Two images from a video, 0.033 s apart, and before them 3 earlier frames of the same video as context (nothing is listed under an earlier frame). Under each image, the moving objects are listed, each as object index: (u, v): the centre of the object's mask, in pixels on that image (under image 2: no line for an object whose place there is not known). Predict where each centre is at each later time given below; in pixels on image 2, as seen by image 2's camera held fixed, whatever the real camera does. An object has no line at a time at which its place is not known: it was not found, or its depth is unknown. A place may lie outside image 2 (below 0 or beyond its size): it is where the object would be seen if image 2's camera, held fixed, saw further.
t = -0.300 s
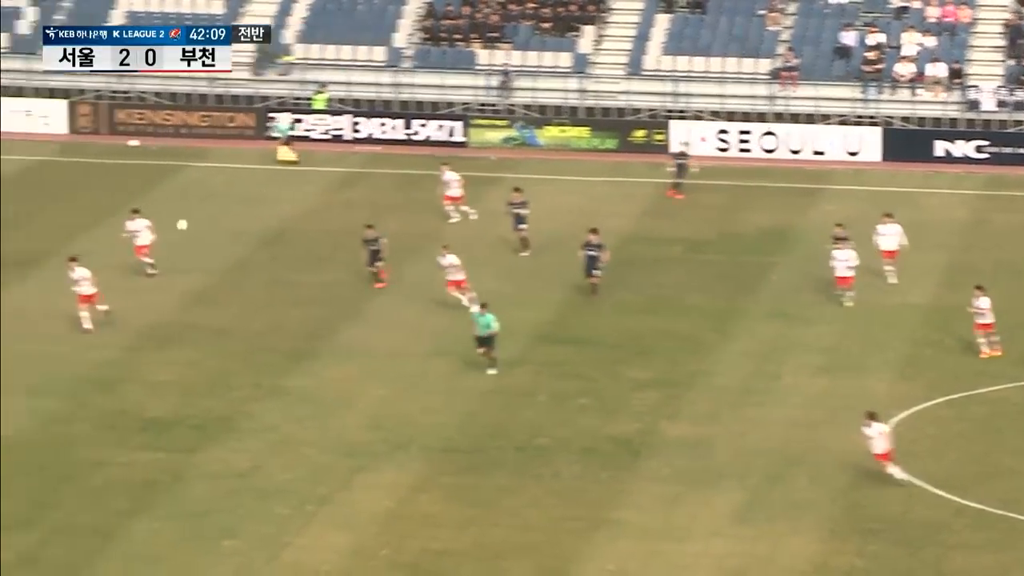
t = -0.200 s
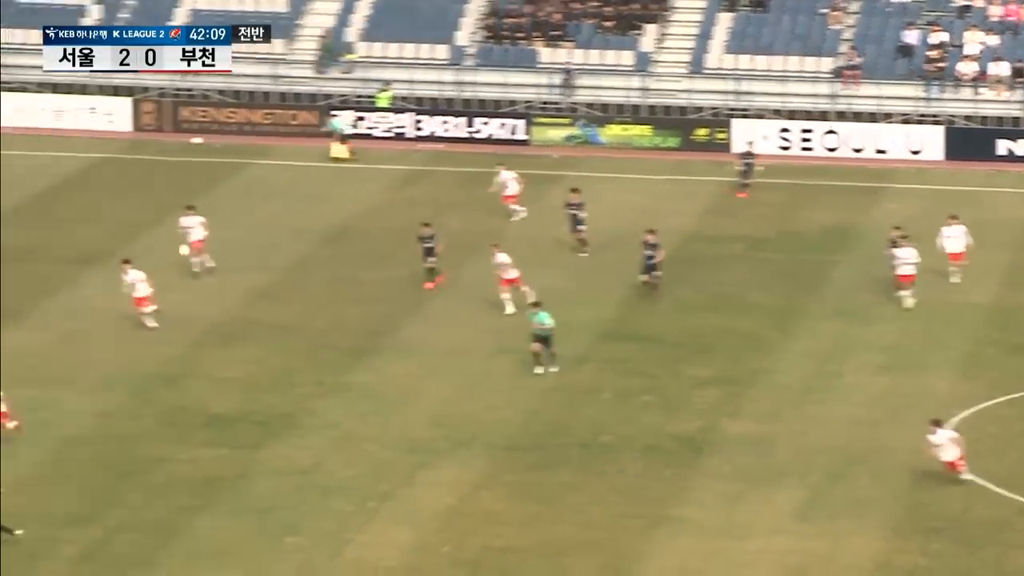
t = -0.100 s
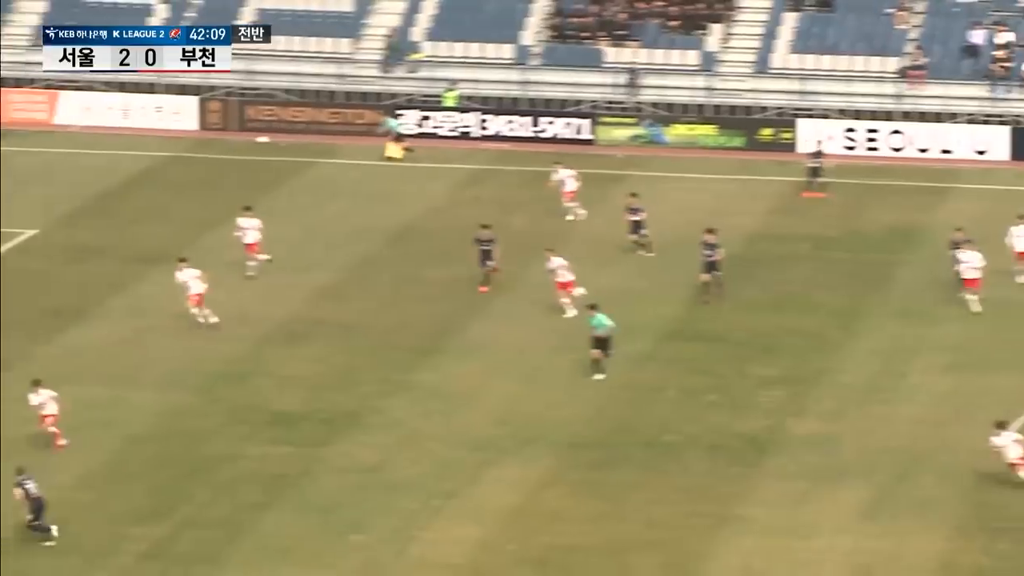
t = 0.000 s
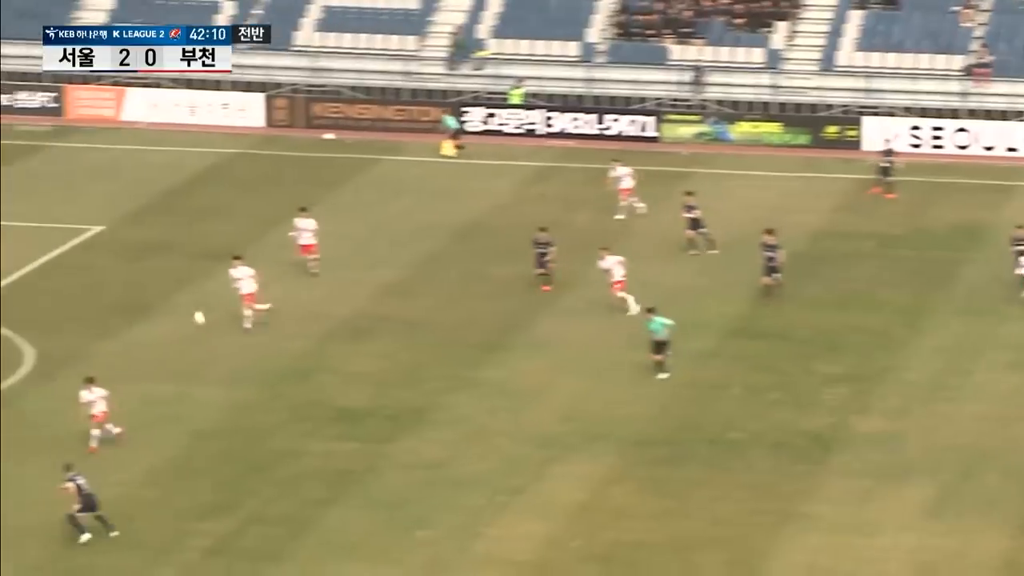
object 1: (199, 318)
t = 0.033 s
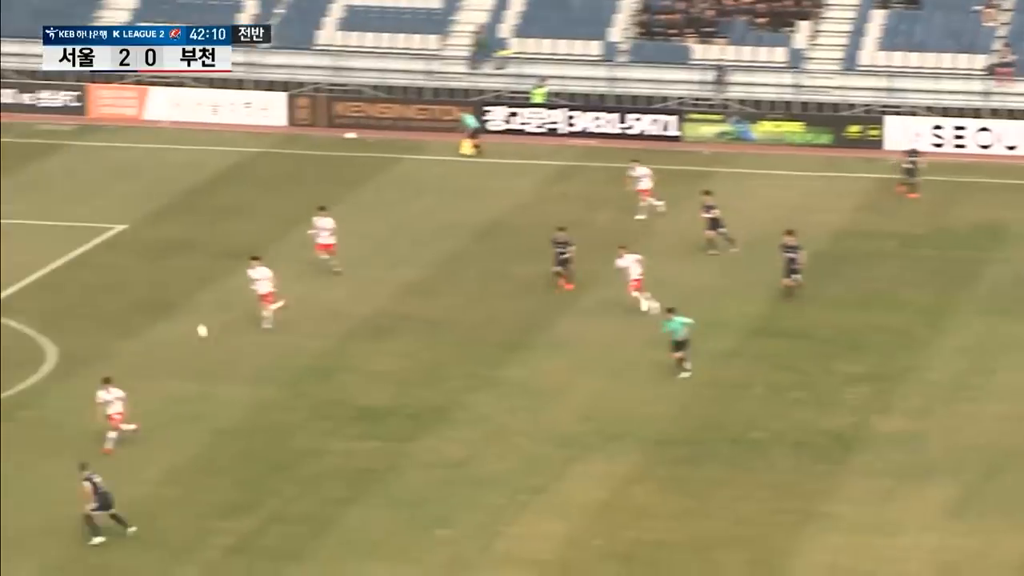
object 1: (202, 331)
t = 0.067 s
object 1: (183, 346)
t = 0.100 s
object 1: (164, 363)
